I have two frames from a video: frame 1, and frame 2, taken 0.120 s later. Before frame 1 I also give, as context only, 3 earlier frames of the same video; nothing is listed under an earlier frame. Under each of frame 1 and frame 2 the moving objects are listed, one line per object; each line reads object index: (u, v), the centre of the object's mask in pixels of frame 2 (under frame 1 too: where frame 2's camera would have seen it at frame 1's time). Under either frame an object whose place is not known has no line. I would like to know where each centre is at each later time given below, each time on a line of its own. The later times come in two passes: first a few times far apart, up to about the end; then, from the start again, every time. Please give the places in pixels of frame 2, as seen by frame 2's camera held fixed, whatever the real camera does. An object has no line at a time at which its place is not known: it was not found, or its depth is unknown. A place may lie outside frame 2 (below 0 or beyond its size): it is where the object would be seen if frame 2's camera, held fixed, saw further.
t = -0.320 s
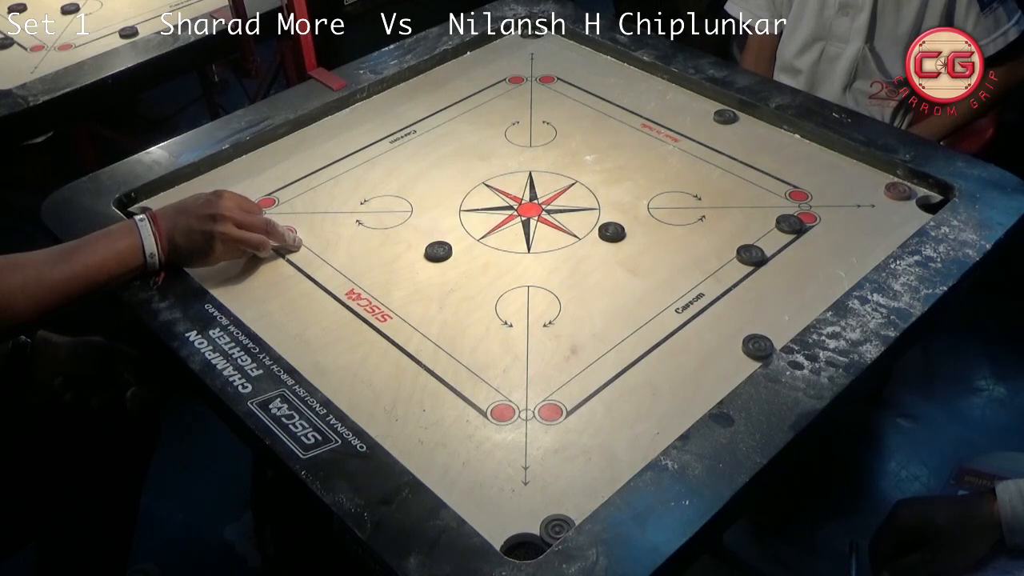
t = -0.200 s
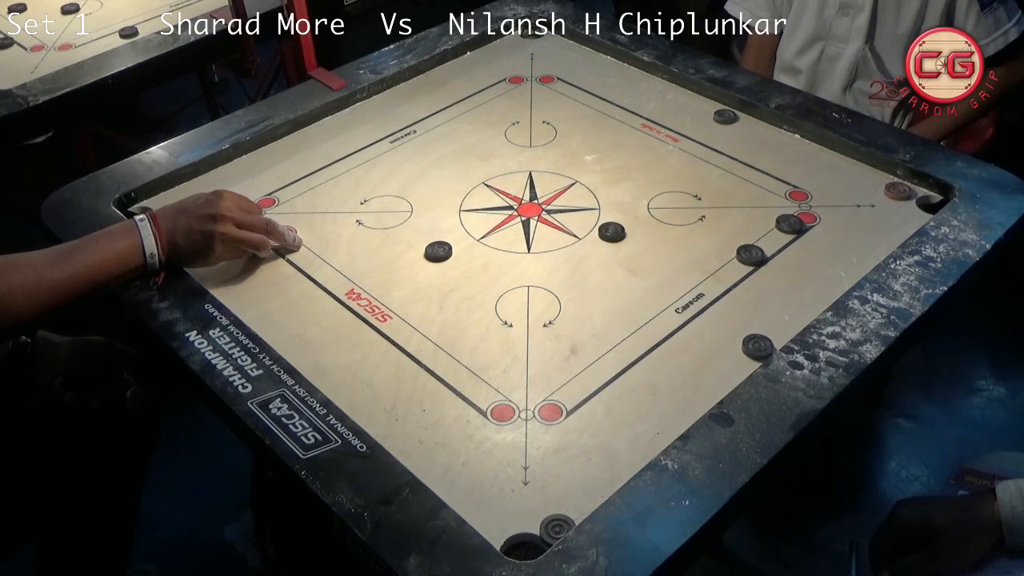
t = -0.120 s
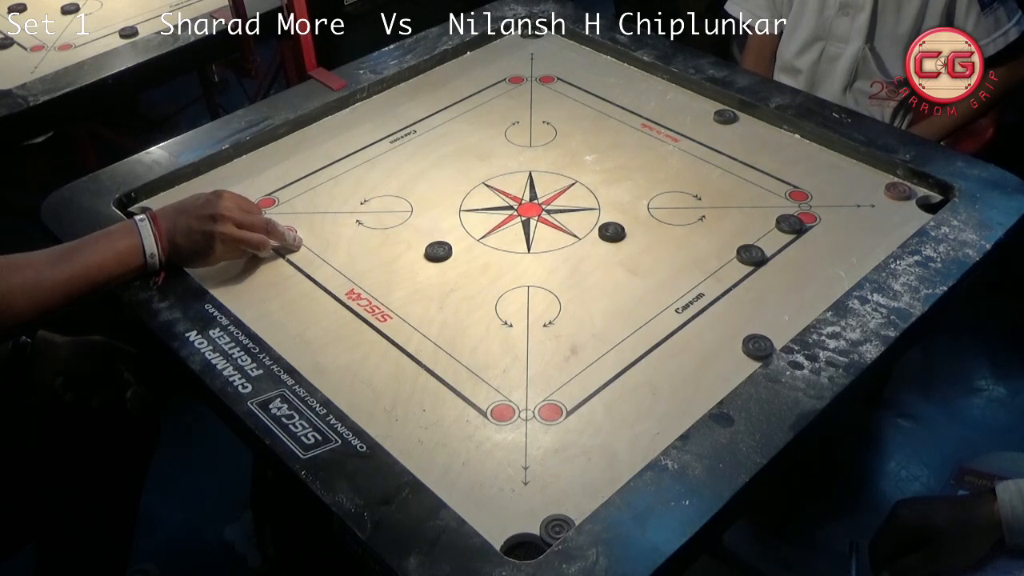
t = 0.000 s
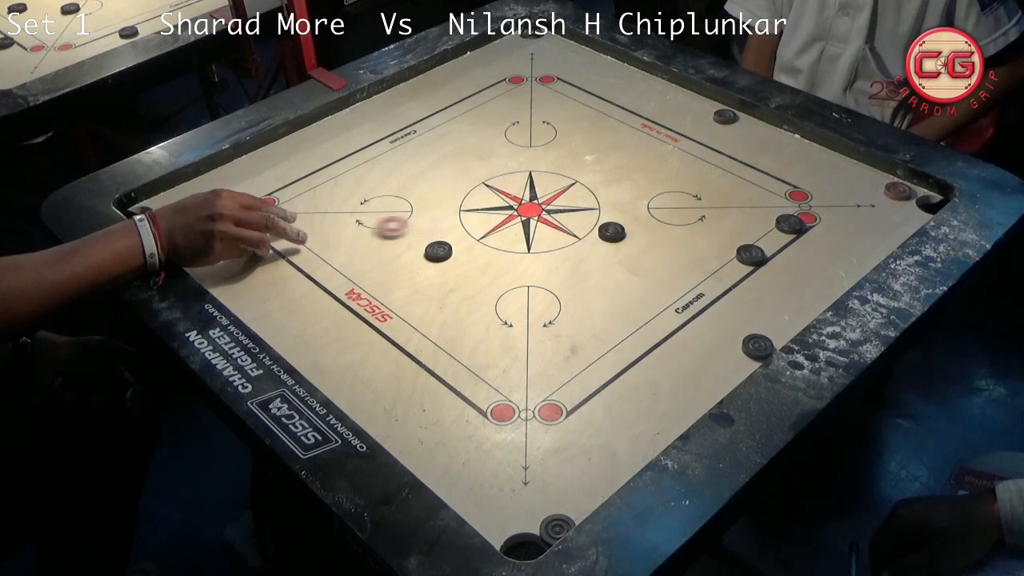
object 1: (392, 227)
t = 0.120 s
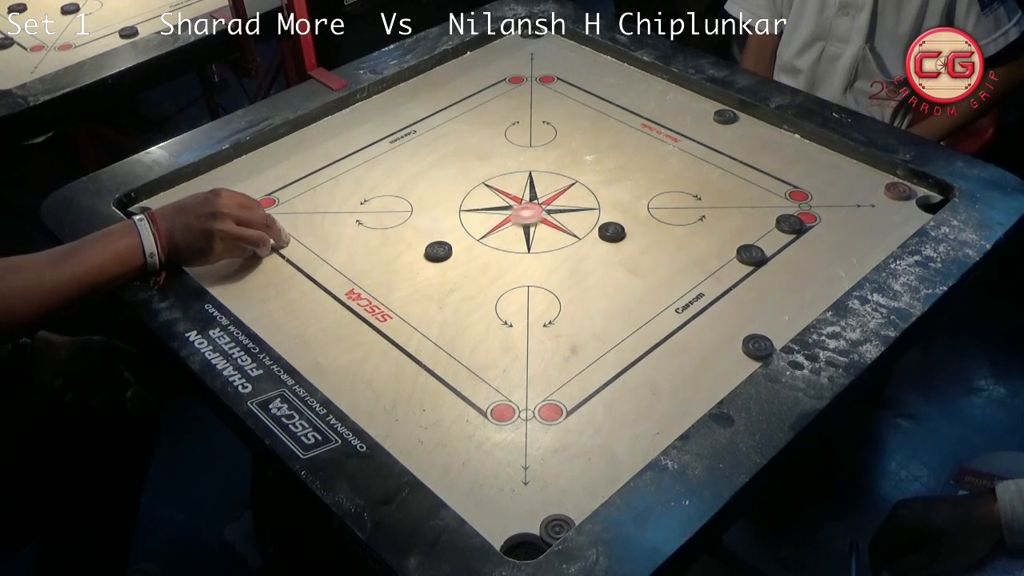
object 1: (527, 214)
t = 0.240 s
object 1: (645, 205)
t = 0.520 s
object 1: (866, 183)
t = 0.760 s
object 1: (856, 209)
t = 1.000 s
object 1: (849, 219)
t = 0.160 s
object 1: (567, 212)
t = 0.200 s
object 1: (607, 208)
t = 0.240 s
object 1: (645, 205)
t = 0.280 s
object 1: (681, 201)
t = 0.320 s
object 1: (717, 198)
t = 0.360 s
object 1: (750, 195)
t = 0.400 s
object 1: (781, 192)
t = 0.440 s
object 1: (813, 188)
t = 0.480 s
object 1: (840, 186)
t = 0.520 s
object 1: (866, 183)
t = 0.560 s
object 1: (879, 181)
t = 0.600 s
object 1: (874, 187)
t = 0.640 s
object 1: (868, 194)
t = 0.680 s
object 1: (864, 200)
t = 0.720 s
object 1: (860, 205)
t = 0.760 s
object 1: (856, 209)
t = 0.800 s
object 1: (853, 213)
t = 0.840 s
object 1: (852, 215)
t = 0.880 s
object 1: (850, 218)
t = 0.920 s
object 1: (849, 219)
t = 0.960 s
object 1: (849, 219)
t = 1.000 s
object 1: (849, 219)
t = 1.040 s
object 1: (849, 219)
